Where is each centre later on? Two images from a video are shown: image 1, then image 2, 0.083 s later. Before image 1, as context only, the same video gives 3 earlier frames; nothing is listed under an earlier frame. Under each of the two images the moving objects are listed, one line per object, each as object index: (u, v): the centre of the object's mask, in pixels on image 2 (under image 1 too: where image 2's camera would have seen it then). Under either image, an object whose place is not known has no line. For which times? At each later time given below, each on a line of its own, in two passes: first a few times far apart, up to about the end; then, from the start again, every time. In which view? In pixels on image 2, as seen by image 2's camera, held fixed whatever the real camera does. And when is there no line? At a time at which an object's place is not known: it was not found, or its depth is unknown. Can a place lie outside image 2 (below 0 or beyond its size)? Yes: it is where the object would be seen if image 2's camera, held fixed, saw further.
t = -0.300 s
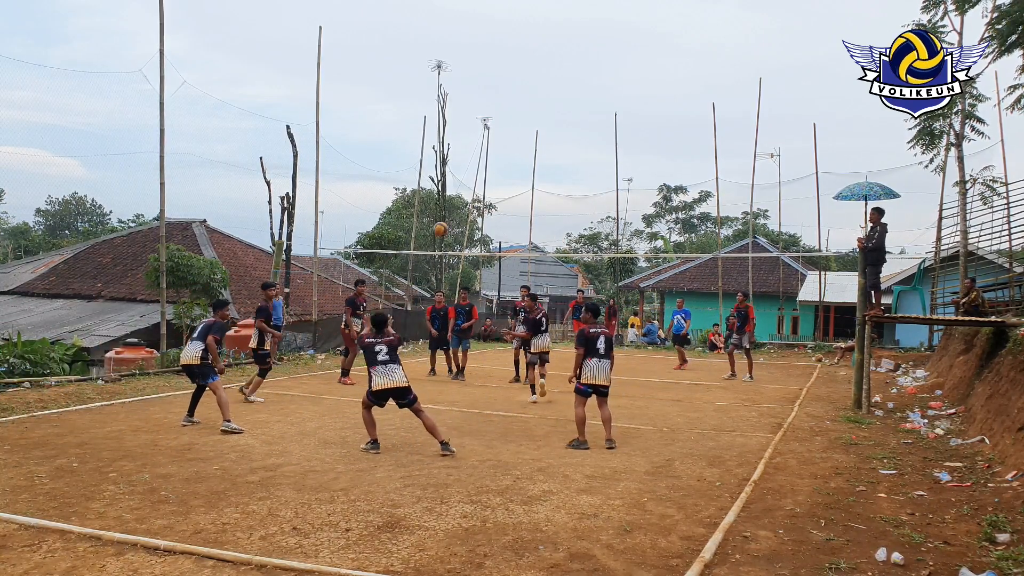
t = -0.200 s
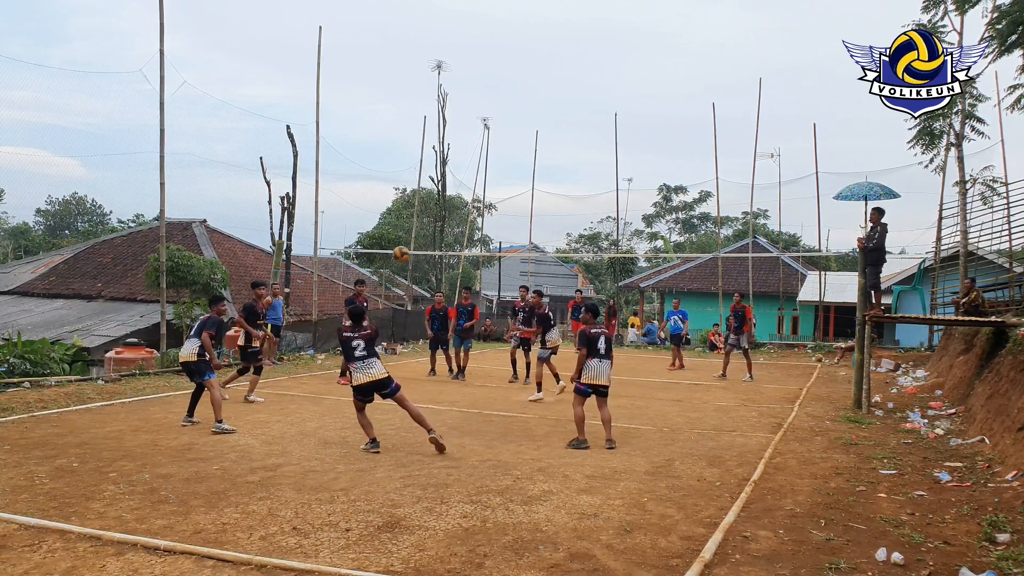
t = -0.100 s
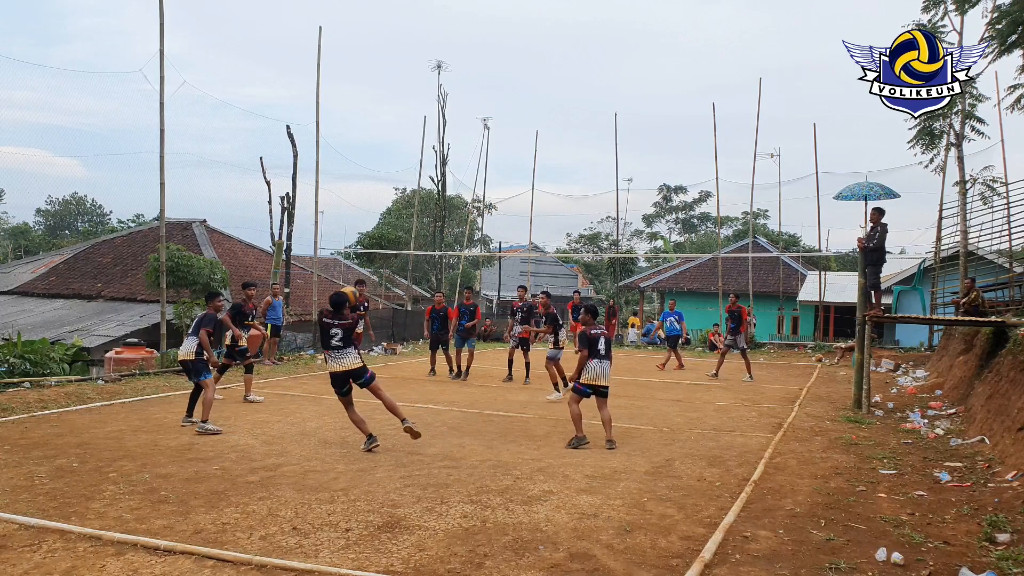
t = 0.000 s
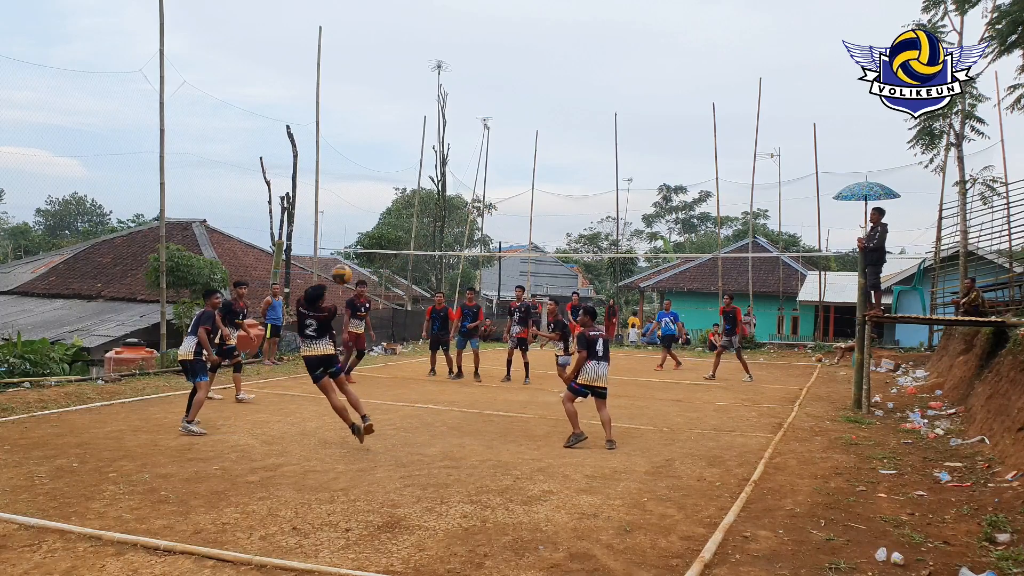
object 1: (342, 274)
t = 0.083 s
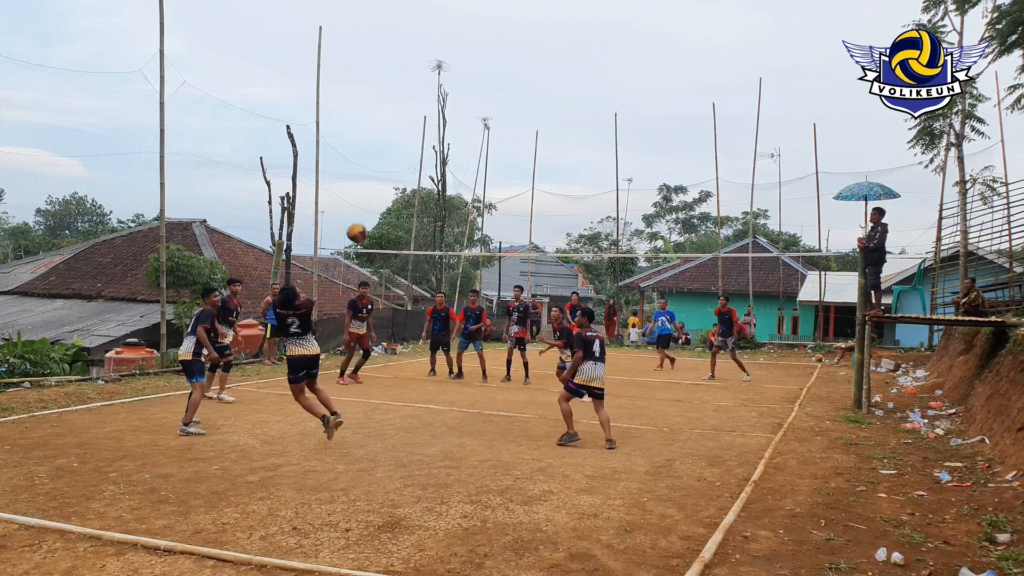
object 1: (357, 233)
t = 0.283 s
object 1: (392, 159)
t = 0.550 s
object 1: (435, 116)
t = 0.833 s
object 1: (478, 144)
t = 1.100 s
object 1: (514, 238)
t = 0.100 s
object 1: (360, 225)
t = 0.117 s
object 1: (363, 218)
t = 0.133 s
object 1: (366, 211)
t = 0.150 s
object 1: (369, 204)
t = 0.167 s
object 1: (372, 198)
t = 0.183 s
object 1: (375, 191)
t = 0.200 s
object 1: (378, 185)
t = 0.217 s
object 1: (380, 179)
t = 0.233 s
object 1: (383, 174)
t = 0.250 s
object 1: (386, 169)
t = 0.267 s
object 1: (389, 164)
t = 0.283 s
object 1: (392, 159)
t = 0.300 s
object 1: (395, 154)
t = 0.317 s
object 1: (397, 150)
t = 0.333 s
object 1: (400, 146)
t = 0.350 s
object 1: (403, 142)
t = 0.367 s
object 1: (406, 139)
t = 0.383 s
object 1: (409, 135)
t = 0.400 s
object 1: (411, 132)
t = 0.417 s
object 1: (414, 130)
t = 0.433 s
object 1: (417, 127)
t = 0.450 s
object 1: (420, 125)
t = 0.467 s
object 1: (422, 123)
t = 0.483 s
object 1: (425, 121)
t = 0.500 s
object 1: (427, 119)
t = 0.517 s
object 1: (430, 118)
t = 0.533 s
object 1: (433, 117)
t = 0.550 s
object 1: (435, 116)
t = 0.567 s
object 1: (438, 116)
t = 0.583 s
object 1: (441, 116)
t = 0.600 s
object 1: (443, 116)
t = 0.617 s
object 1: (446, 116)
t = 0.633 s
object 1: (449, 117)
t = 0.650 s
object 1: (451, 117)
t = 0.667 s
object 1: (453, 119)
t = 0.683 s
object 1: (456, 120)
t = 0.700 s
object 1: (459, 121)
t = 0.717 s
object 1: (461, 123)
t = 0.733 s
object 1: (464, 125)
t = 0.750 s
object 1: (466, 128)
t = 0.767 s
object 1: (469, 130)
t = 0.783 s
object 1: (471, 133)
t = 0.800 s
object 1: (473, 137)
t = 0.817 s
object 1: (476, 140)
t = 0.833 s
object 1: (478, 144)
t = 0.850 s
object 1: (481, 148)
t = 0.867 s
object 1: (483, 152)
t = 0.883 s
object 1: (486, 156)
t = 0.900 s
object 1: (488, 161)
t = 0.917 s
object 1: (490, 166)
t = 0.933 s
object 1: (493, 171)
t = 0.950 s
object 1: (495, 177)
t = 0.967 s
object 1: (497, 183)
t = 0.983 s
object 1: (499, 189)
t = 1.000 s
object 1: (501, 195)
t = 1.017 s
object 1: (504, 201)
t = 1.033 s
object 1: (506, 208)
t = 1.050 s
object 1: (508, 215)
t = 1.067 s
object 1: (510, 223)
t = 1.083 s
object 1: (512, 230)
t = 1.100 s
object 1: (514, 238)
